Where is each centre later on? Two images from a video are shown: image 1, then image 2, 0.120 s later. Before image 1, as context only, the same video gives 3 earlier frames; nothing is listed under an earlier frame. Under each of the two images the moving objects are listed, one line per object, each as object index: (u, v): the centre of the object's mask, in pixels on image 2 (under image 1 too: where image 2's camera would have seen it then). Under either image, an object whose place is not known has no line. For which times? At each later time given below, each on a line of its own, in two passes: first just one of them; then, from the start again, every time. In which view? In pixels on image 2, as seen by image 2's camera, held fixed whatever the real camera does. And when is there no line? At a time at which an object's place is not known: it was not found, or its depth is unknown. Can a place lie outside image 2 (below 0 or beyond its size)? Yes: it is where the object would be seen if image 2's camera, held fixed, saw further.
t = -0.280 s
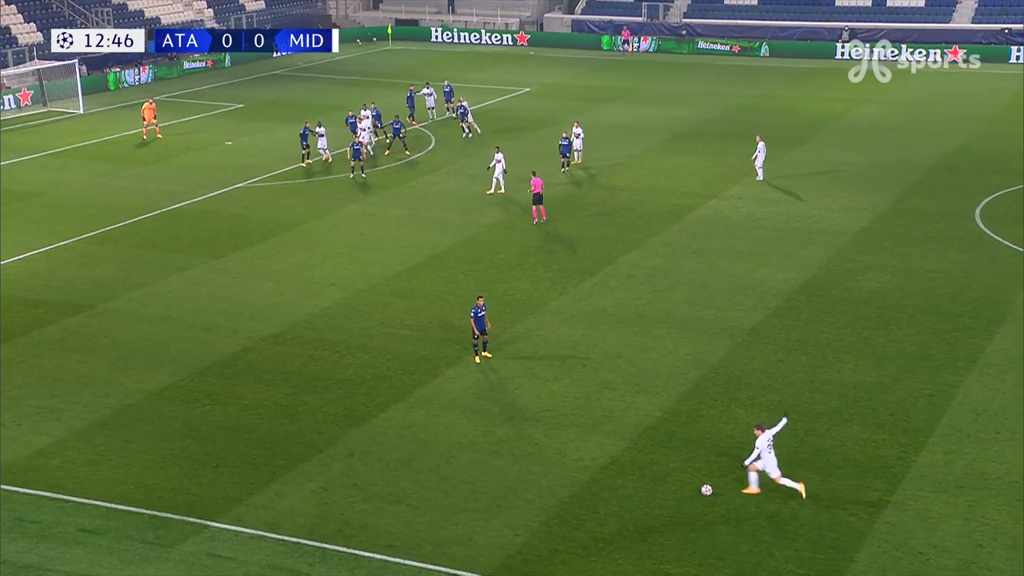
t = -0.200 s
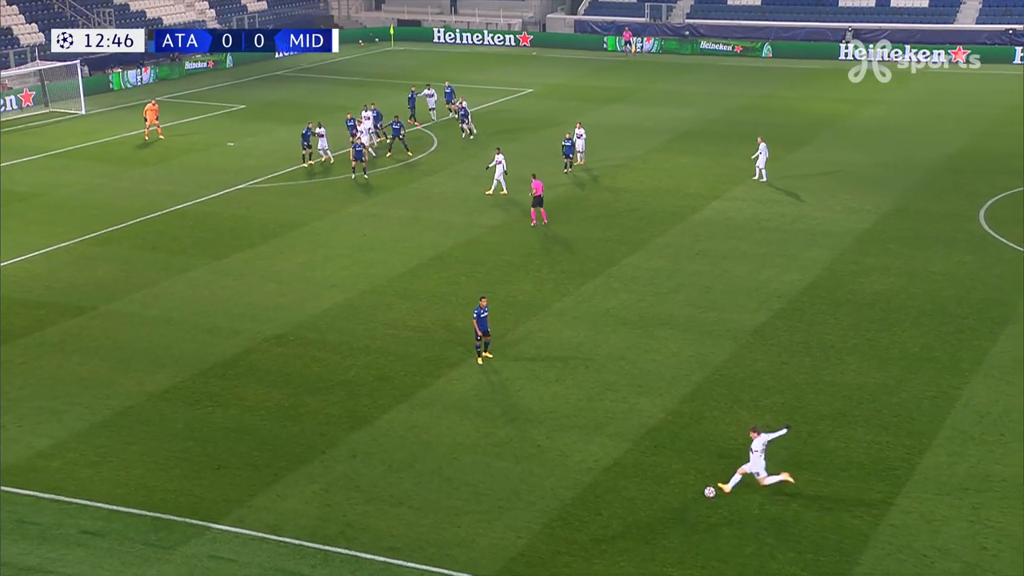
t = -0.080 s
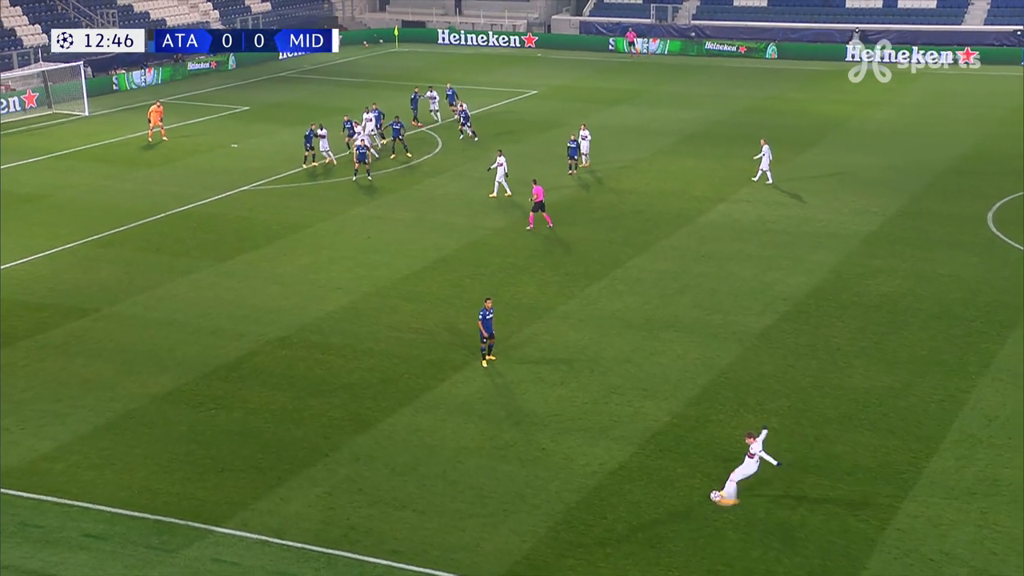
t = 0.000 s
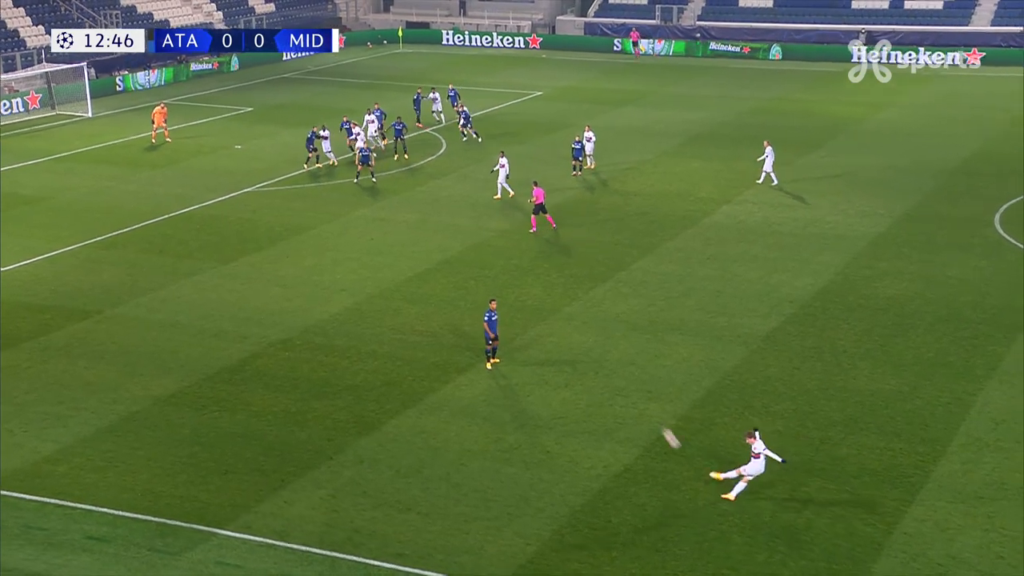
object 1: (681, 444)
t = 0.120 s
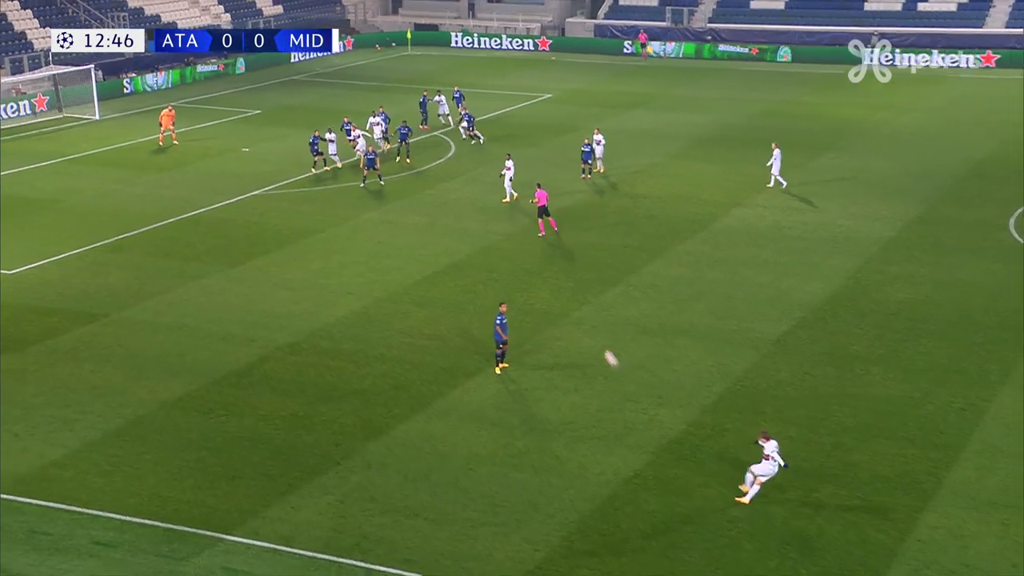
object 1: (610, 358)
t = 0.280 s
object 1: (542, 274)
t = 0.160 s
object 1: (591, 335)
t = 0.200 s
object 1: (573, 313)
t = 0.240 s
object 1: (557, 293)
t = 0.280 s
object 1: (542, 274)
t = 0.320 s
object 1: (529, 258)
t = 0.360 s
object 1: (516, 243)
